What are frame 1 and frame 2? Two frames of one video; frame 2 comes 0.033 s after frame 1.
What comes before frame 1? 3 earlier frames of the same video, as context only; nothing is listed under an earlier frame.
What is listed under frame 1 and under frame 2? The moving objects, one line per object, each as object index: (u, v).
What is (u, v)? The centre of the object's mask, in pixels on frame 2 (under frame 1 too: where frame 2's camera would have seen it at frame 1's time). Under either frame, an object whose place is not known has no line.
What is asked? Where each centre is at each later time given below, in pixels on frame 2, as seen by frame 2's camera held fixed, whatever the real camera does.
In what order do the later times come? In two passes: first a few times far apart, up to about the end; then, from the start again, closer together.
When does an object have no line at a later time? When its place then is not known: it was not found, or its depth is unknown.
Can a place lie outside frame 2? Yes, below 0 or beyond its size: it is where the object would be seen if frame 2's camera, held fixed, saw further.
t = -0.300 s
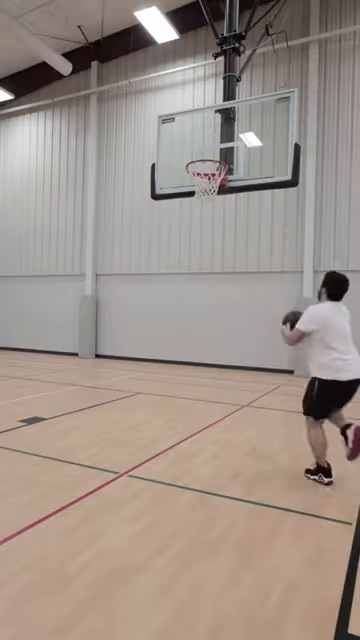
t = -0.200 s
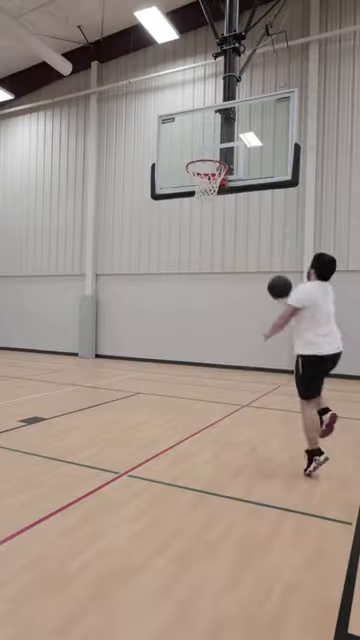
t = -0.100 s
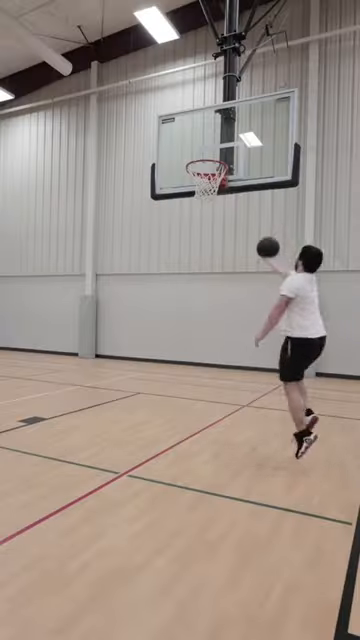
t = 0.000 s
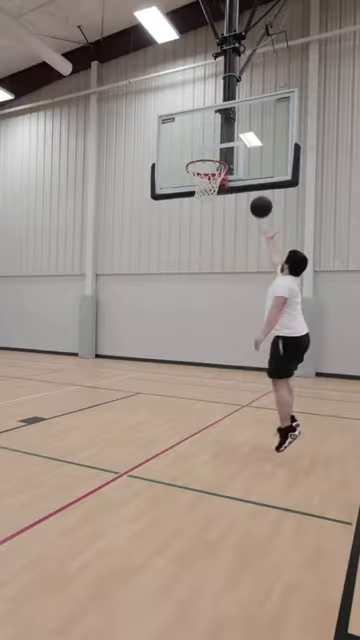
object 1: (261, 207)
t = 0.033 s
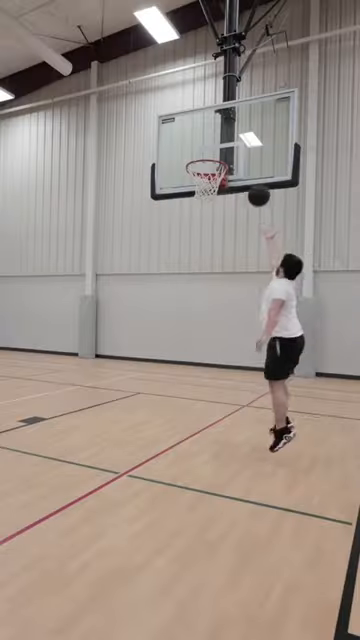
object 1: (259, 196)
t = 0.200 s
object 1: (249, 157)
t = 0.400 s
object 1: (234, 136)
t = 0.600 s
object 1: (217, 146)
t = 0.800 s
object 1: (201, 167)
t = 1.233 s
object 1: (209, 195)
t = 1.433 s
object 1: (199, 210)
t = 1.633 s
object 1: (192, 259)
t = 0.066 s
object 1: (256, 186)
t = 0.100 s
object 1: (255, 176)
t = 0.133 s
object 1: (252, 169)
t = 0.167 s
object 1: (251, 162)
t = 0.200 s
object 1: (249, 157)
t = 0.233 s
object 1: (247, 152)
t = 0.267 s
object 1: (244, 148)
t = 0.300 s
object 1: (242, 143)
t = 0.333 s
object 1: (239, 140)
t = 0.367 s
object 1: (237, 138)
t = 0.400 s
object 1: (234, 136)
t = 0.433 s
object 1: (232, 136)
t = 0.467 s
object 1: (229, 136)
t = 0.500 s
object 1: (226, 137)
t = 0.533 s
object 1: (223, 139)
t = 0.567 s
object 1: (220, 141)
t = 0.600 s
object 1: (217, 146)
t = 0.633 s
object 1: (215, 150)
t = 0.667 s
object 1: (212, 153)
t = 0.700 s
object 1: (209, 153)
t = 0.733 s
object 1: (207, 155)
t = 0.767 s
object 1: (204, 157)
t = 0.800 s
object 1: (201, 167)
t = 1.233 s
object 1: (209, 195)
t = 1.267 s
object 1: (207, 198)
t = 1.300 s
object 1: (204, 200)
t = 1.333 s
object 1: (202, 202)
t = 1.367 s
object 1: (201, 204)
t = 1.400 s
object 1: (200, 206)
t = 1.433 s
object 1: (199, 210)
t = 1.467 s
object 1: (198, 216)
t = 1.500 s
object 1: (197, 223)
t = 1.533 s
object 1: (196, 231)
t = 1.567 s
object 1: (195, 240)
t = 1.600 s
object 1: (193, 249)
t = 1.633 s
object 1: (192, 259)
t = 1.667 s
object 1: (191, 271)
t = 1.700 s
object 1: (190, 282)
